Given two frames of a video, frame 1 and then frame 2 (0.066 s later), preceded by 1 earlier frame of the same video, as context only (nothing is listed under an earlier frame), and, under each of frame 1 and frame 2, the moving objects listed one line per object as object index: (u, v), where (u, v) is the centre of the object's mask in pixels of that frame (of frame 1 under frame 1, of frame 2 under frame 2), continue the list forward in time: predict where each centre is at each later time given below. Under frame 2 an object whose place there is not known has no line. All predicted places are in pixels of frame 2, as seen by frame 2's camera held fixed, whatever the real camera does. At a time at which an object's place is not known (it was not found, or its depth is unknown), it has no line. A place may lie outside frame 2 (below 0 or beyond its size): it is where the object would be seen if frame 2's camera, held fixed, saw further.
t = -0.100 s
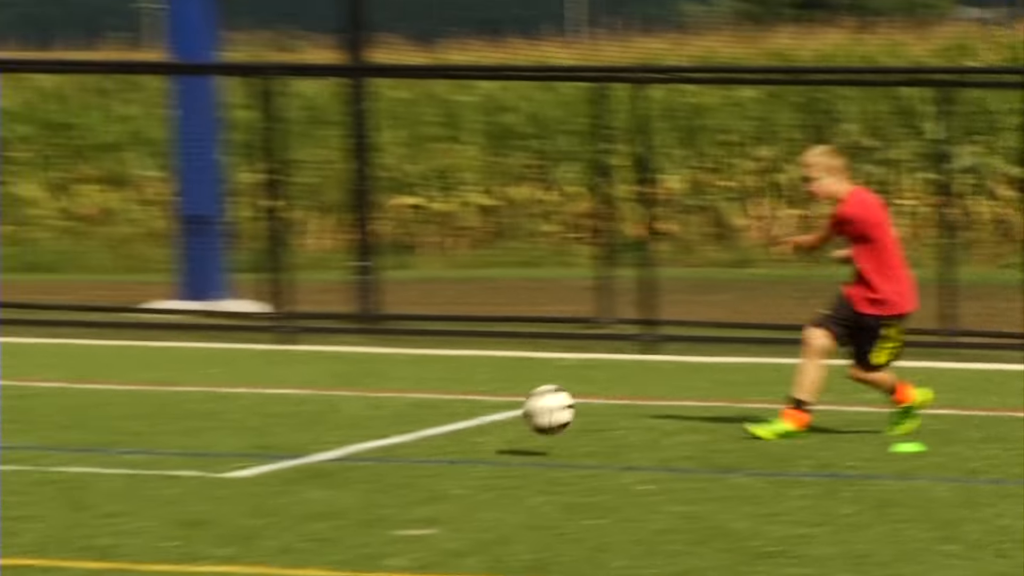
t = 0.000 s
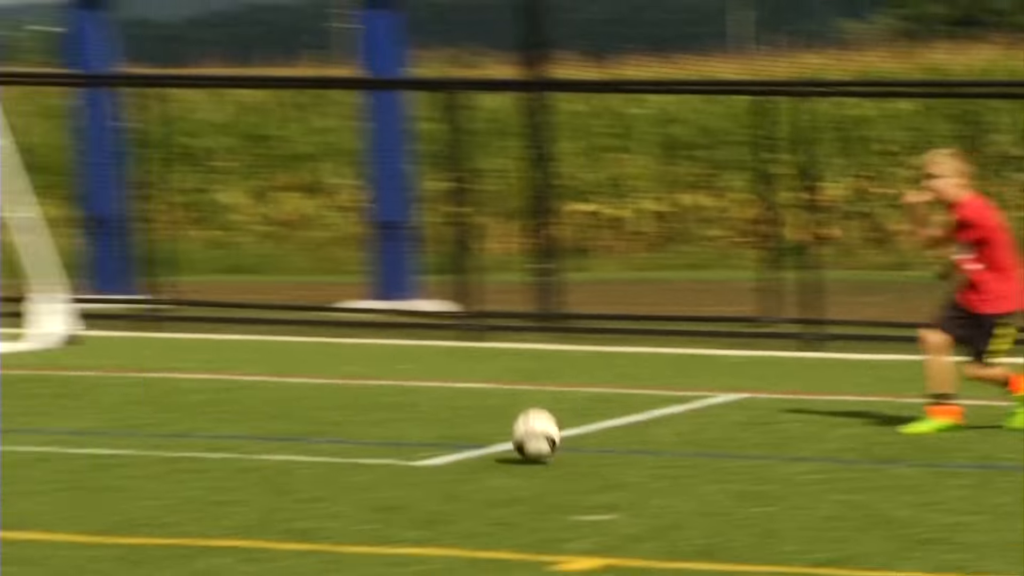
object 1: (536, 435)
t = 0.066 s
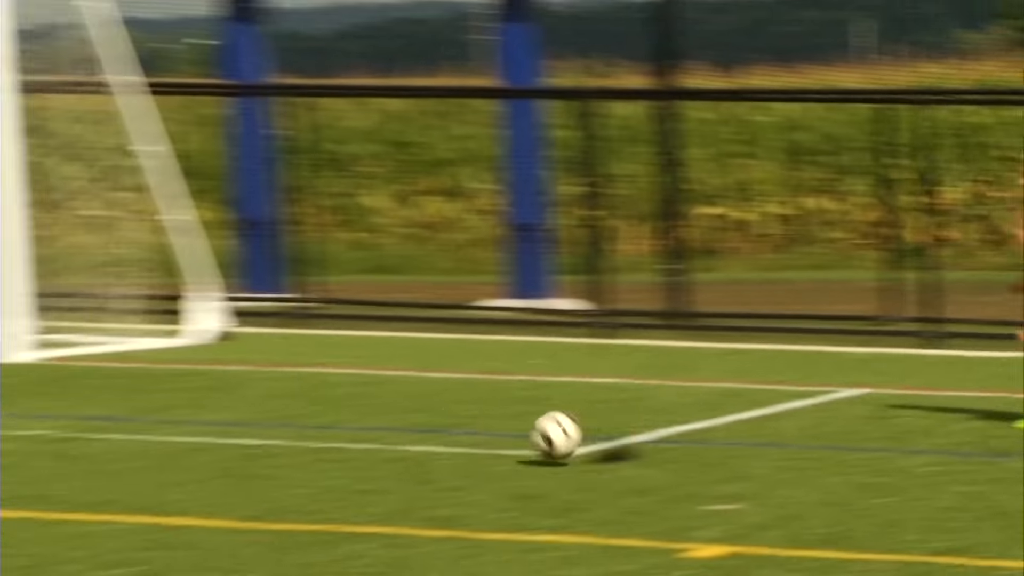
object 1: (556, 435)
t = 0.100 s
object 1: (506, 431)
